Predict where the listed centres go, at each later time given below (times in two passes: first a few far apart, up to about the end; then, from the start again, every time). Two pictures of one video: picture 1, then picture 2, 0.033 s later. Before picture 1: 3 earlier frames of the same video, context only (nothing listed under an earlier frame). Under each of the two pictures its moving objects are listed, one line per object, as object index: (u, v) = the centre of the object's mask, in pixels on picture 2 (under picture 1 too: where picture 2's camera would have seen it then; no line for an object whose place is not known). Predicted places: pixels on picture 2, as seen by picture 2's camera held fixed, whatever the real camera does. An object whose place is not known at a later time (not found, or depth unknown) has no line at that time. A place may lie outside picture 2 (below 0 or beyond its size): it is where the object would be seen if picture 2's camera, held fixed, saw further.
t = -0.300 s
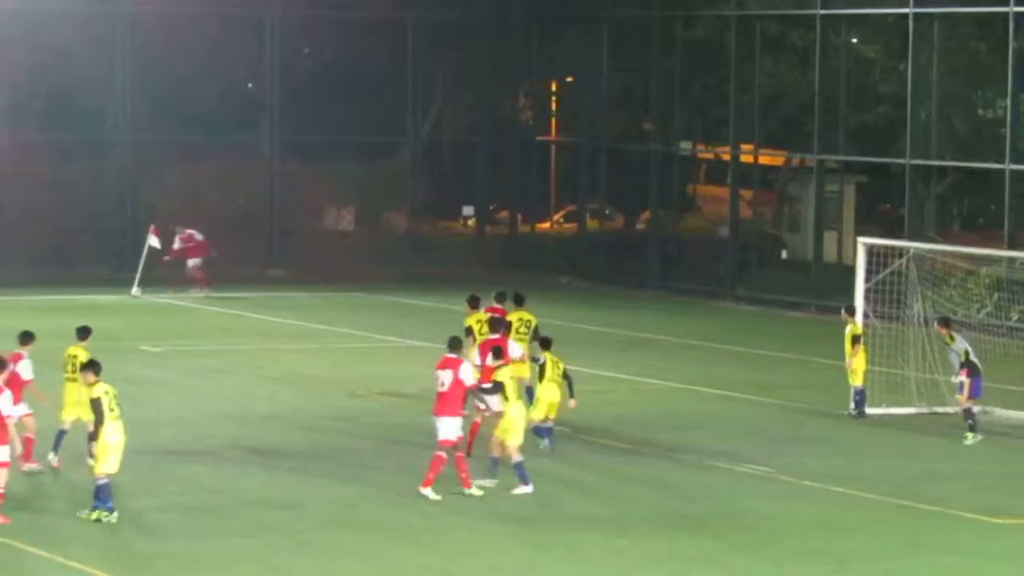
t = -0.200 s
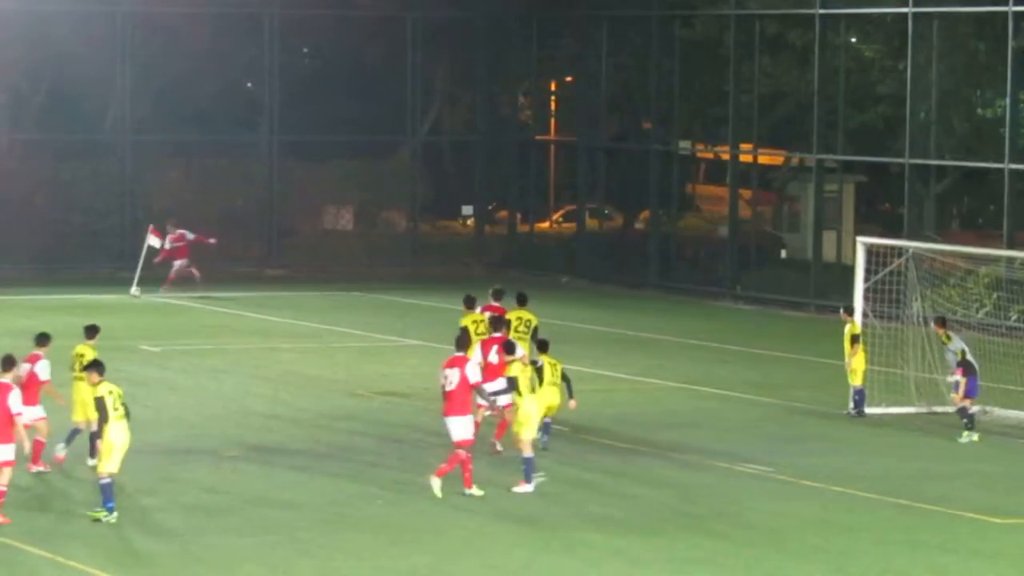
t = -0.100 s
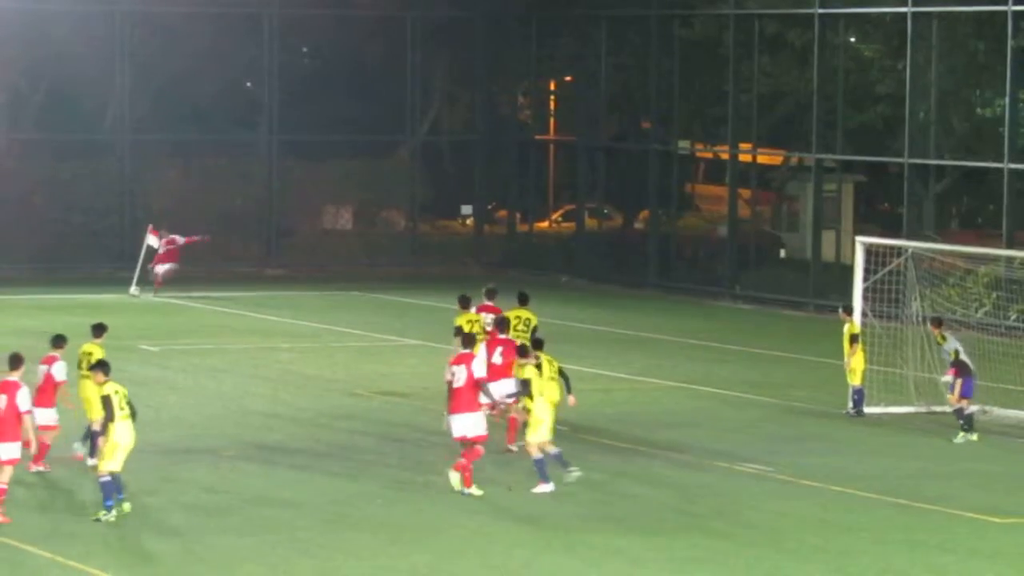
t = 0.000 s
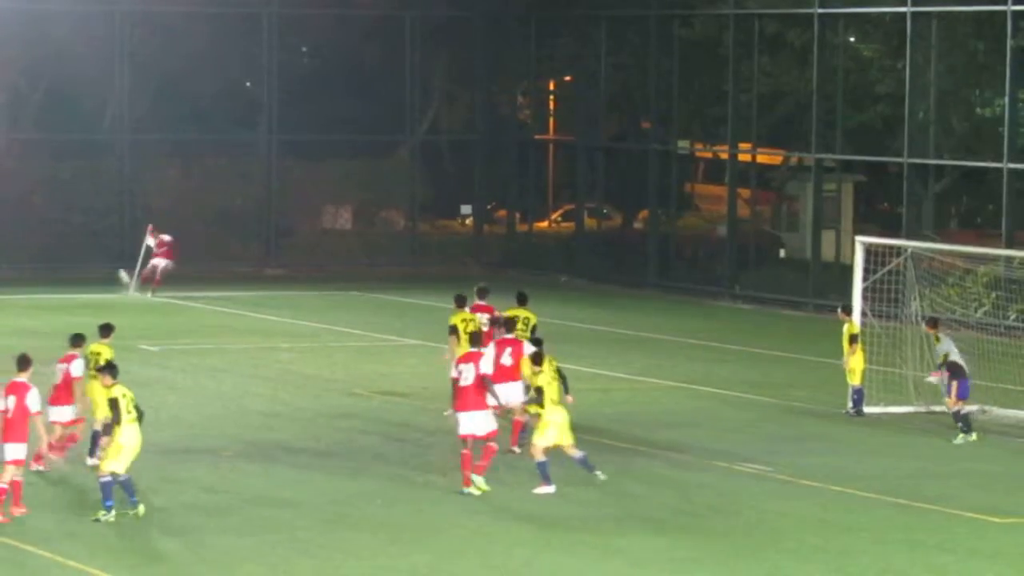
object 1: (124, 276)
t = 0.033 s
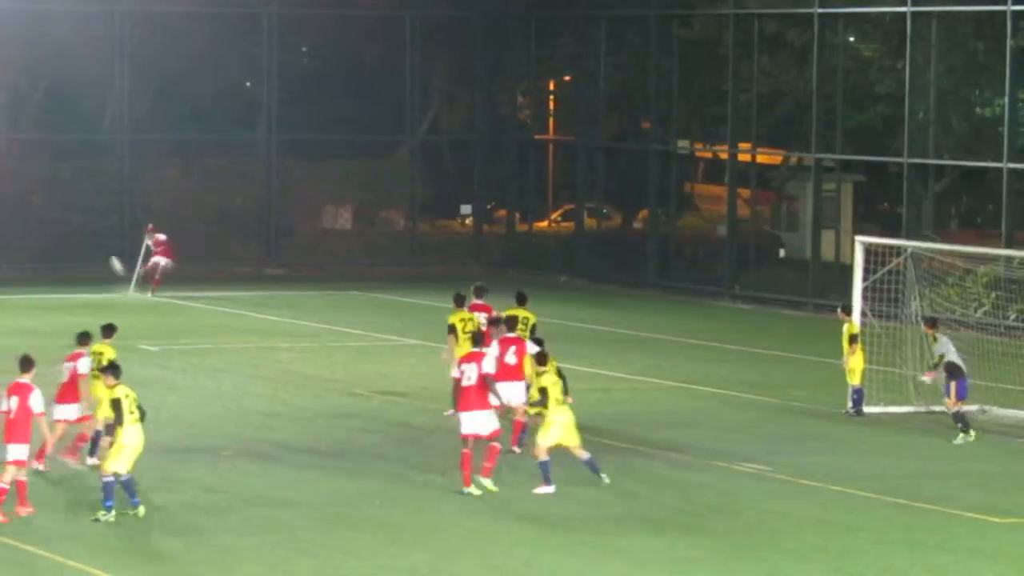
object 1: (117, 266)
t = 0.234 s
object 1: (80, 199)
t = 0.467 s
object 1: (55, 141)
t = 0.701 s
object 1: (46, 104)
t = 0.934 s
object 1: (49, 94)
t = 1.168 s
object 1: (70, 119)
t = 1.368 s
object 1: (105, 172)
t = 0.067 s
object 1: (110, 254)
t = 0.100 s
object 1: (103, 242)
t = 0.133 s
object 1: (97, 231)
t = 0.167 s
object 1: (91, 221)
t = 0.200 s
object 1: (85, 210)
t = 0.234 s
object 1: (80, 199)
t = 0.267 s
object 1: (76, 190)
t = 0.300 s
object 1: (71, 180)
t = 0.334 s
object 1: (67, 172)
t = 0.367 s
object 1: (63, 164)
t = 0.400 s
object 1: (60, 155)
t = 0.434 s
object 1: (57, 148)
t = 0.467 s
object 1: (55, 141)
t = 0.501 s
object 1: (53, 134)
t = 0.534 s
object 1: (51, 127)
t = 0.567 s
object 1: (50, 121)
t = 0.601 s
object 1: (49, 116)
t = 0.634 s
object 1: (48, 111)
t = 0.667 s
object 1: (47, 107)
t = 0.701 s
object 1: (46, 104)
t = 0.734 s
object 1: (45, 101)
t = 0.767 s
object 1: (46, 98)
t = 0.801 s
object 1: (46, 97)
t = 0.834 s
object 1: (46, 95)
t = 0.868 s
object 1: (47, 94)
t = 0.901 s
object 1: (49, 94)
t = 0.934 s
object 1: (49, 94)
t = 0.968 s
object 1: (51, 95)
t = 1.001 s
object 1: (53, 97)
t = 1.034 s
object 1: (56, 100)
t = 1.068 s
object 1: (59, 104)
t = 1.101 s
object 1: (62, 108)
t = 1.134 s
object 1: (66, 113)
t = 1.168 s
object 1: (70, 119)
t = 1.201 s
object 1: (75, 126)
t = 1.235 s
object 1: (80, 134)
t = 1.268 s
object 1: (85, 142)
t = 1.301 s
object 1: (91, 151)
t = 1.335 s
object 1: (98, 162)
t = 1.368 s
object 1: (105, 172)
